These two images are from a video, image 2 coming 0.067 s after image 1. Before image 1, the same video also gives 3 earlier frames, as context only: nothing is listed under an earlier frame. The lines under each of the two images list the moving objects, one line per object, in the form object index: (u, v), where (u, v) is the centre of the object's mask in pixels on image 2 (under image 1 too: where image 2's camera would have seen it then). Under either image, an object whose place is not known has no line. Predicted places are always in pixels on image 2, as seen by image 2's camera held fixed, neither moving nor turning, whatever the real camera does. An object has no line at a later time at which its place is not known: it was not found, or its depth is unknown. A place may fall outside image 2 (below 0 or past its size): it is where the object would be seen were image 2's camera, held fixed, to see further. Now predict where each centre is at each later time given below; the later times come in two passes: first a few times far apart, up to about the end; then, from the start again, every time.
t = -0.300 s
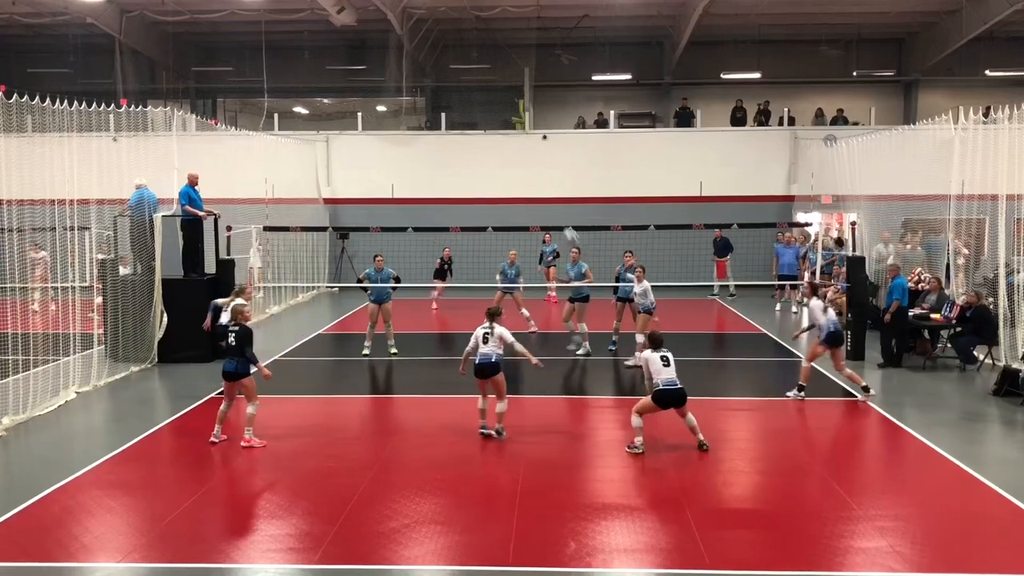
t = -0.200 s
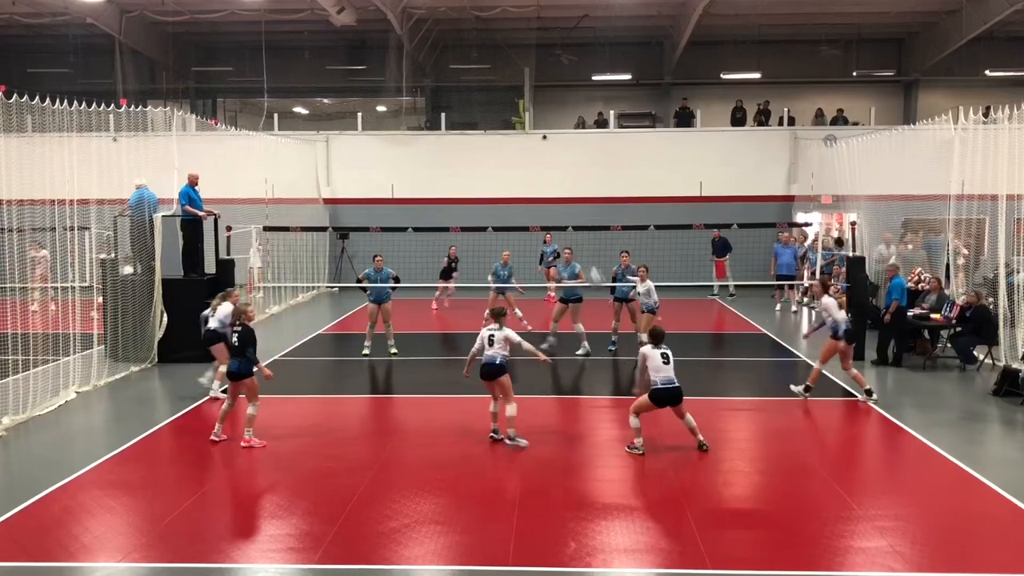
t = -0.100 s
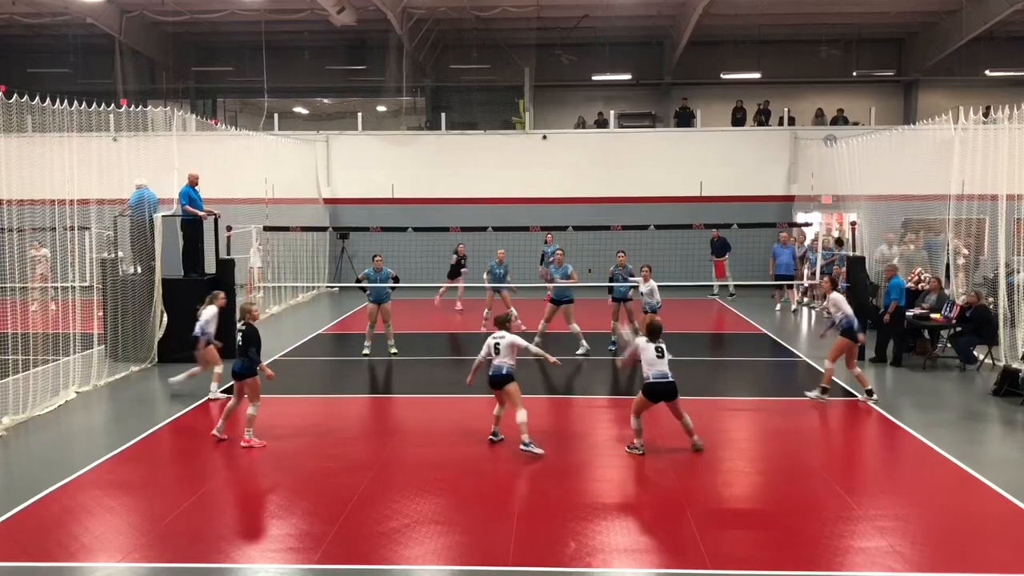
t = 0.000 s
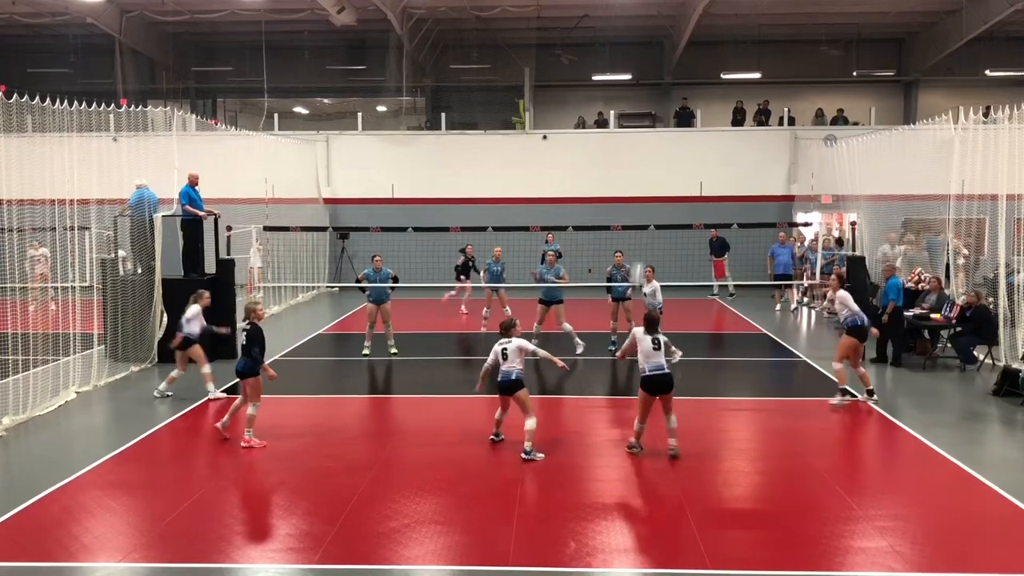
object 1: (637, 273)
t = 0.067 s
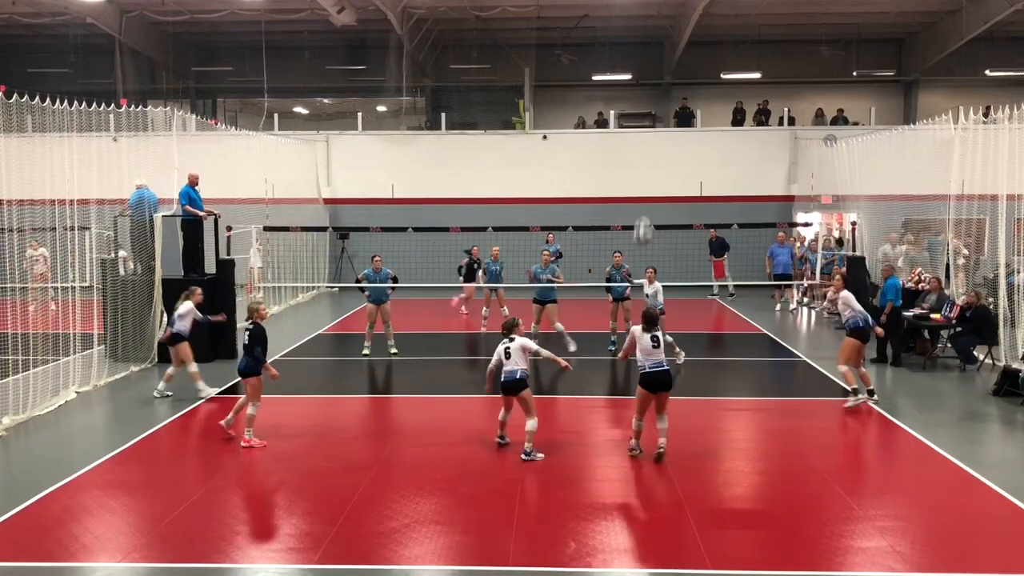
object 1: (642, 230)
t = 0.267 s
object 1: (659, 119)
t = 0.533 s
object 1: (682, 35)
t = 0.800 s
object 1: (702, 13)
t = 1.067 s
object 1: (720, 46)
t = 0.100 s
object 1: (644, 208)
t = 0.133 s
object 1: (648, 189)
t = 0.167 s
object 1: (650, 172)
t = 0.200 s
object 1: (654, 155)
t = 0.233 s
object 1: (657, 136)
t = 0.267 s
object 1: (659, 119)
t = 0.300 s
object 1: (661, 106)
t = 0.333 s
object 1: (664, 92)
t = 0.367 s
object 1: (667, 80)
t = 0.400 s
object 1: (670, 69)
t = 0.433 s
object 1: (673, 60)
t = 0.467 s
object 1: (676, 50)
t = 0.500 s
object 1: (678, 42)
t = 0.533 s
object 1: (682, 35)
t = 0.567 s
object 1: (684, 29)
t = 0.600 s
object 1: (687, 24)
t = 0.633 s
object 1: (689, 20)
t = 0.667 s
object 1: (692, 17)
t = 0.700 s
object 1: (695, 15)
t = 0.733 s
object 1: (697, 13)
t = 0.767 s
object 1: (699, 13)
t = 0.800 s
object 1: (702, 13)
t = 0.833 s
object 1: (704, 14)
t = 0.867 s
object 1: (707, 16)
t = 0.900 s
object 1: (709, 19)
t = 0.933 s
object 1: (712, 23)
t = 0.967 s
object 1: (713, 27)
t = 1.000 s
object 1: (716, 33)
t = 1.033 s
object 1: (718, 38)
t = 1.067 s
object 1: (720, 46)
